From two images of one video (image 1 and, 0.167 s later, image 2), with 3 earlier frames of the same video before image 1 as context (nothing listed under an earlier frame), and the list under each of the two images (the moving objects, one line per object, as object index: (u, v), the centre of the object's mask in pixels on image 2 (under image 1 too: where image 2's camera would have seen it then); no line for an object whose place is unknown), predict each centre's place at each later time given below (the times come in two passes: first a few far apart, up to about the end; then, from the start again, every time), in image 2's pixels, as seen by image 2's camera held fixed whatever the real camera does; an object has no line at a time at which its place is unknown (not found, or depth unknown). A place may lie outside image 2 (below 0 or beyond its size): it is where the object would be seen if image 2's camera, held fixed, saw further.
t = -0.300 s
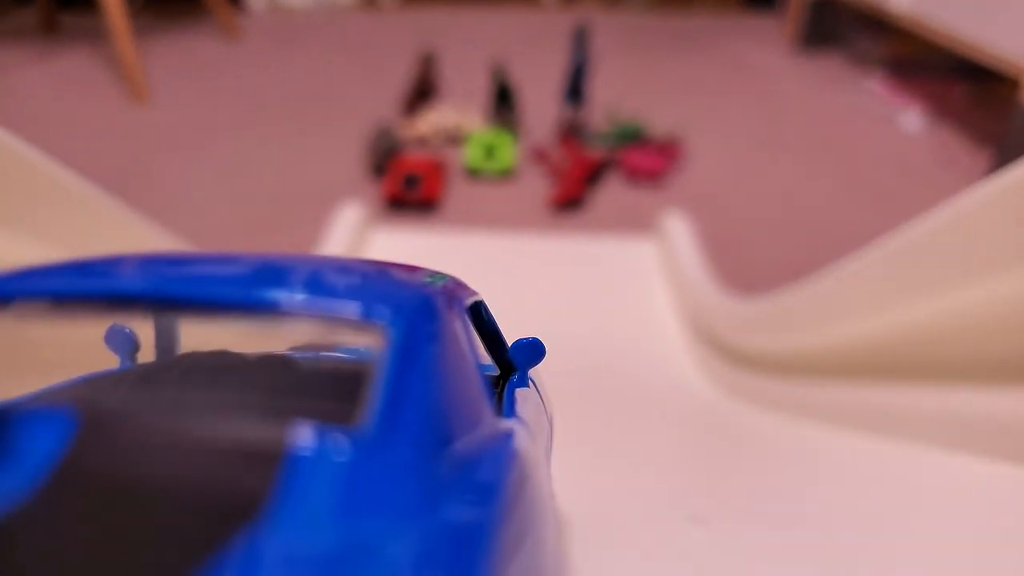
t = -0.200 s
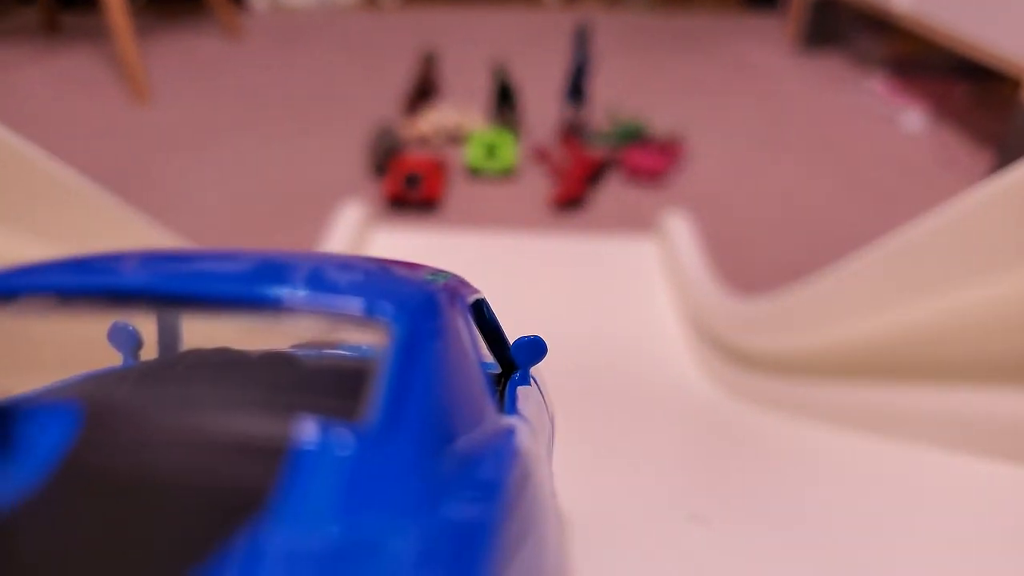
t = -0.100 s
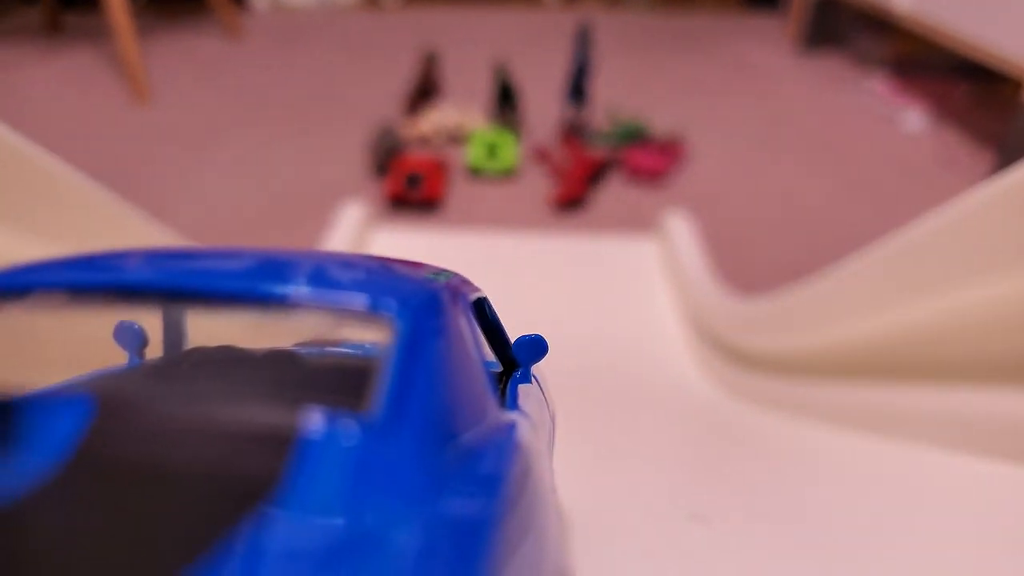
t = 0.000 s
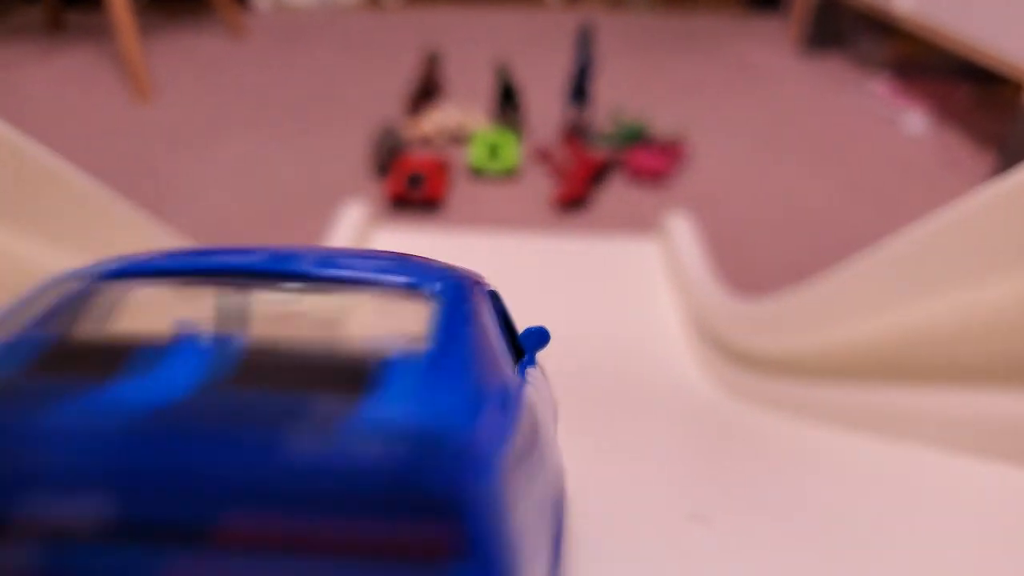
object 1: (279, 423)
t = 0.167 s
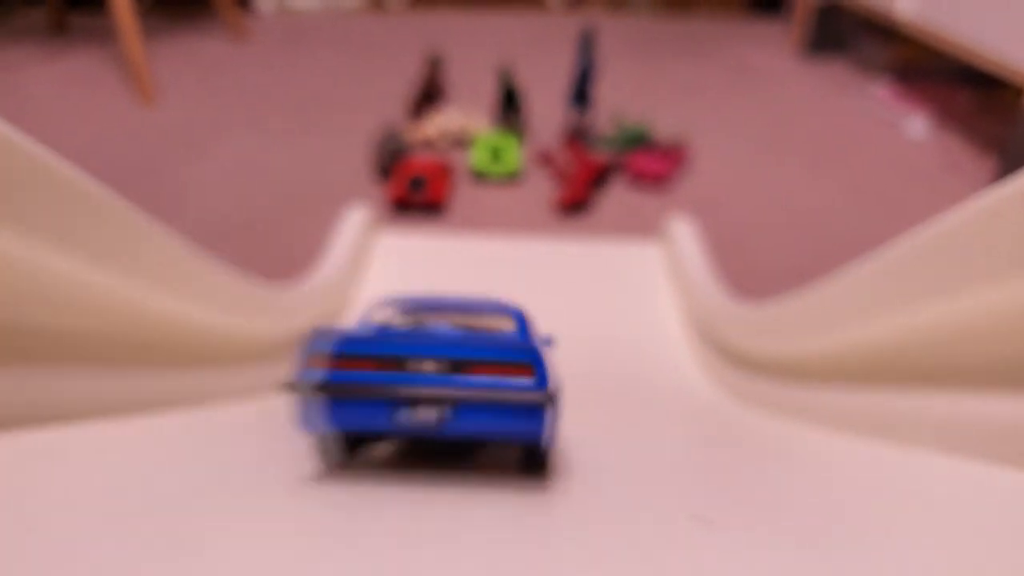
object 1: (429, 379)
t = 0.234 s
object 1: (474, 375)
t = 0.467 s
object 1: (529, 268)
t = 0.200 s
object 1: (455, 377)
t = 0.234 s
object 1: (474, 375)
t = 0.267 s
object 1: (488, 373)
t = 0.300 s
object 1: (497, 373)
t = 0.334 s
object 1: (506, 368)
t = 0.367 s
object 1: (511, 362)
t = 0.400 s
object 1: (519, 344)
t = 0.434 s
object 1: (524, 309)
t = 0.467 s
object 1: (529, 268)
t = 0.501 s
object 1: (532, 236)
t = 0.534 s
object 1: (534, 213)
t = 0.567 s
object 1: (531, 197)
